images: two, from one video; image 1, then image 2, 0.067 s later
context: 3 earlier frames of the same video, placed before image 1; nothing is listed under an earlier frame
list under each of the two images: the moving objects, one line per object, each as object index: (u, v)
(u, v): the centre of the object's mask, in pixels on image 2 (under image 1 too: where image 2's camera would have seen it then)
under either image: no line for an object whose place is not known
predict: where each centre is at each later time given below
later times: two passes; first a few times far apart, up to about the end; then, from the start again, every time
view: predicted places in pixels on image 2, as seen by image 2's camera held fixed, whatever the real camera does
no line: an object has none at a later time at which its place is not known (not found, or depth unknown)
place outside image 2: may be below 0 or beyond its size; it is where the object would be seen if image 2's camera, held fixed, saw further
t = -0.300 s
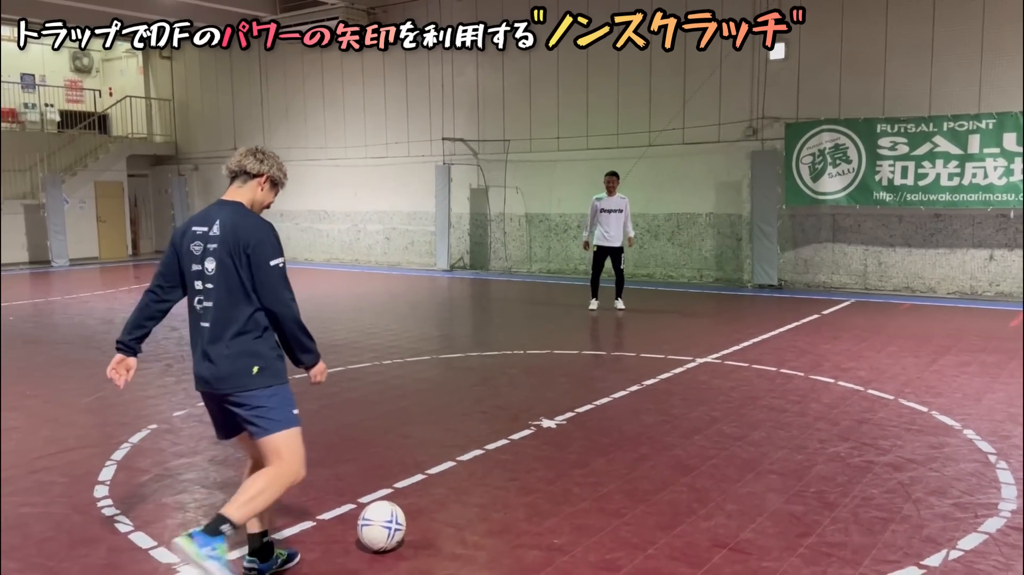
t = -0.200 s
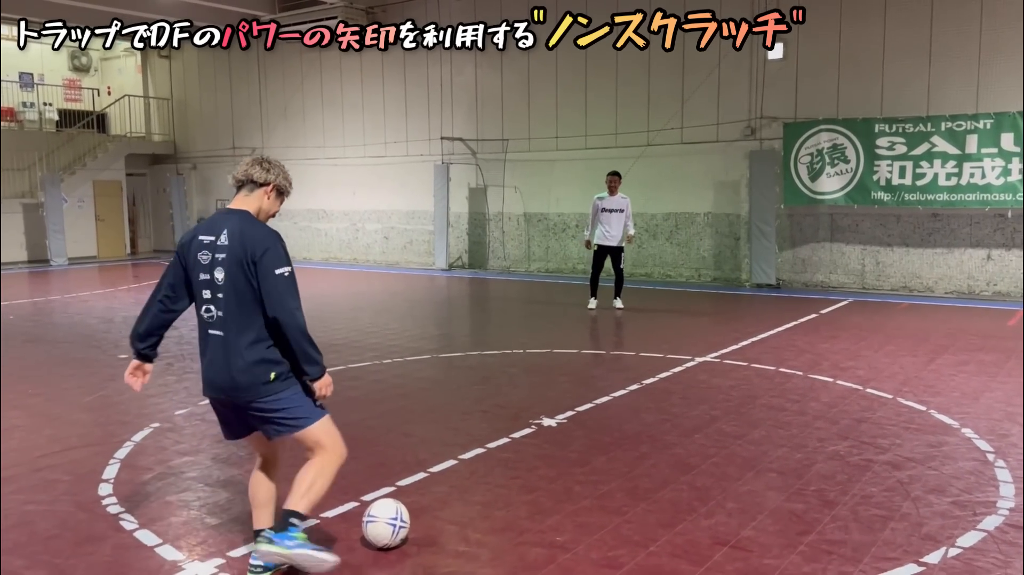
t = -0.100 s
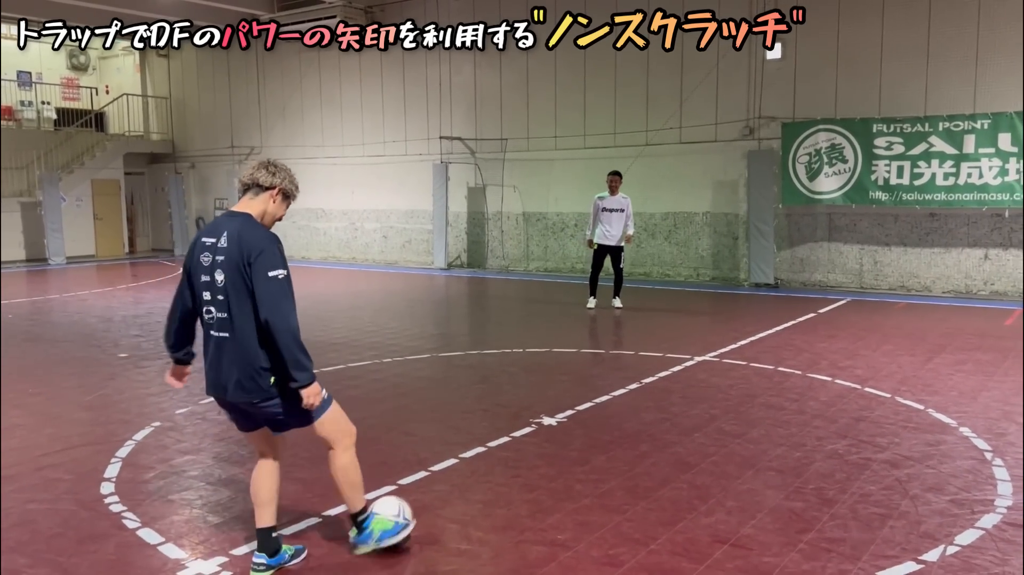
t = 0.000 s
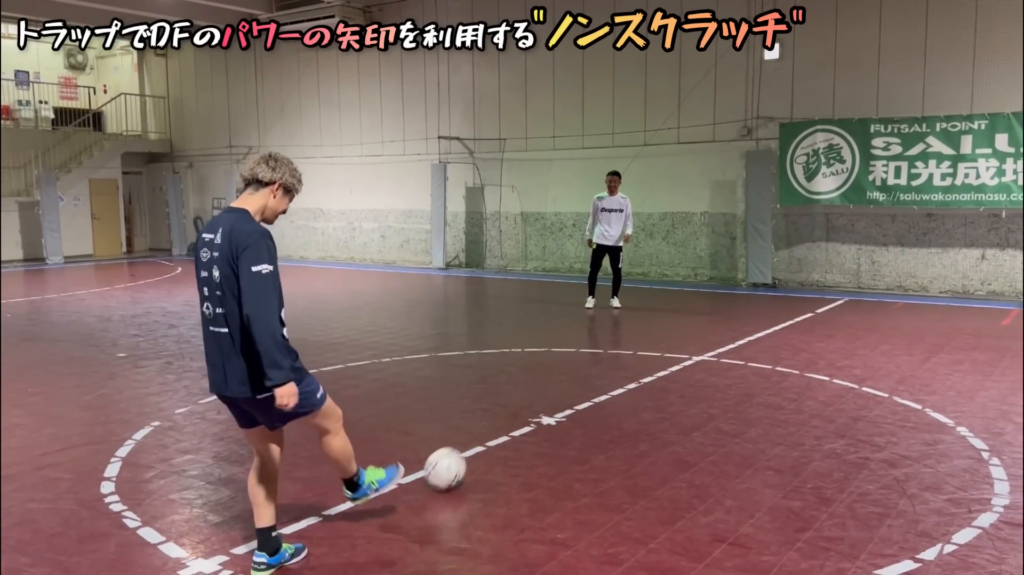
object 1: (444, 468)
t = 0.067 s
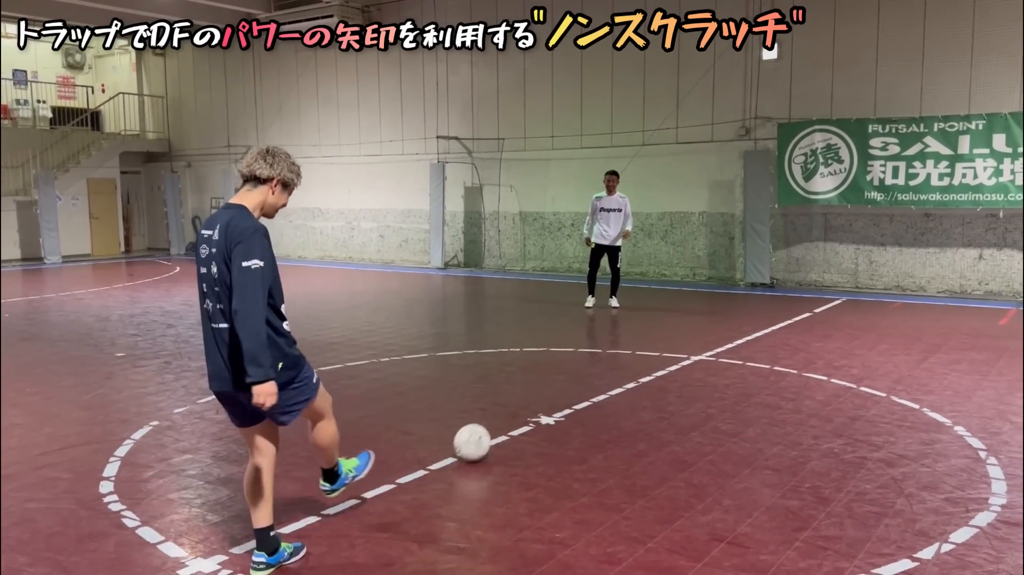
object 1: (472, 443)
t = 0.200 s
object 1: (512, 406)
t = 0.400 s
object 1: (551, 372)
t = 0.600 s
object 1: (575, 350)
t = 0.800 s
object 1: (592, 333)
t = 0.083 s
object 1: (478, 437)
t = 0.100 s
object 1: (483, 432)
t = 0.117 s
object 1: (489, 428)
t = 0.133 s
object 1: (494, 422)
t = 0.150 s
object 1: (499, 418)
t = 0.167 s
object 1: (504, 414)
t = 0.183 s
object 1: (508, 410)
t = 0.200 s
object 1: (512, 406)
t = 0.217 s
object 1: (517, 402)
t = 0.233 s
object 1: (520, 399)
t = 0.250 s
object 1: (524, 396)
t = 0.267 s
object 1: (528, 393)
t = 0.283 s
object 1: (532, 390)
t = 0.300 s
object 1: (534, 386)
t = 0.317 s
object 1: (537, 383)
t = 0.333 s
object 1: (540, 381)
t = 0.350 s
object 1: (543, 379)
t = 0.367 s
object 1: (546, 376)
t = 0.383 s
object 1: (549, 374)
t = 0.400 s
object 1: (551, 372)
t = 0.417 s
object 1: (553, 370)
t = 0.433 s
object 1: (556, 367)
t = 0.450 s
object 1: (558, 365)
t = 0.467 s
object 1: (560, 363)
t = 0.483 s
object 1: (562, 361)
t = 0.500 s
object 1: (564, 360)
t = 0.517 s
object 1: (566, 358)
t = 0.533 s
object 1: (568, 356)
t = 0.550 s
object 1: (569, 354)
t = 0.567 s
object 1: (572, 352)
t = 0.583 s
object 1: (573, 351)
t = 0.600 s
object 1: (575, 350)
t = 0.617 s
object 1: (576, 348)
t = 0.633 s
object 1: (578, 346)
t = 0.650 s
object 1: (580, 345)
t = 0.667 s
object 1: (581, 343)
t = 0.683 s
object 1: (582, 342)
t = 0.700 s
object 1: (584, 341)
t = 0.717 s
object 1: (585, 339)
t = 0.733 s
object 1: (587, 338)
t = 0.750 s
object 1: (588, 337)
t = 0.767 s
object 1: (590, 335)
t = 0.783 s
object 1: (591, 334)
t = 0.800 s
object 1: (592, 333)
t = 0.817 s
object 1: (593, 332)
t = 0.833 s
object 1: (595, 331)
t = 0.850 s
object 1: (596, 330)
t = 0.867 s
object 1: (597, 328)
